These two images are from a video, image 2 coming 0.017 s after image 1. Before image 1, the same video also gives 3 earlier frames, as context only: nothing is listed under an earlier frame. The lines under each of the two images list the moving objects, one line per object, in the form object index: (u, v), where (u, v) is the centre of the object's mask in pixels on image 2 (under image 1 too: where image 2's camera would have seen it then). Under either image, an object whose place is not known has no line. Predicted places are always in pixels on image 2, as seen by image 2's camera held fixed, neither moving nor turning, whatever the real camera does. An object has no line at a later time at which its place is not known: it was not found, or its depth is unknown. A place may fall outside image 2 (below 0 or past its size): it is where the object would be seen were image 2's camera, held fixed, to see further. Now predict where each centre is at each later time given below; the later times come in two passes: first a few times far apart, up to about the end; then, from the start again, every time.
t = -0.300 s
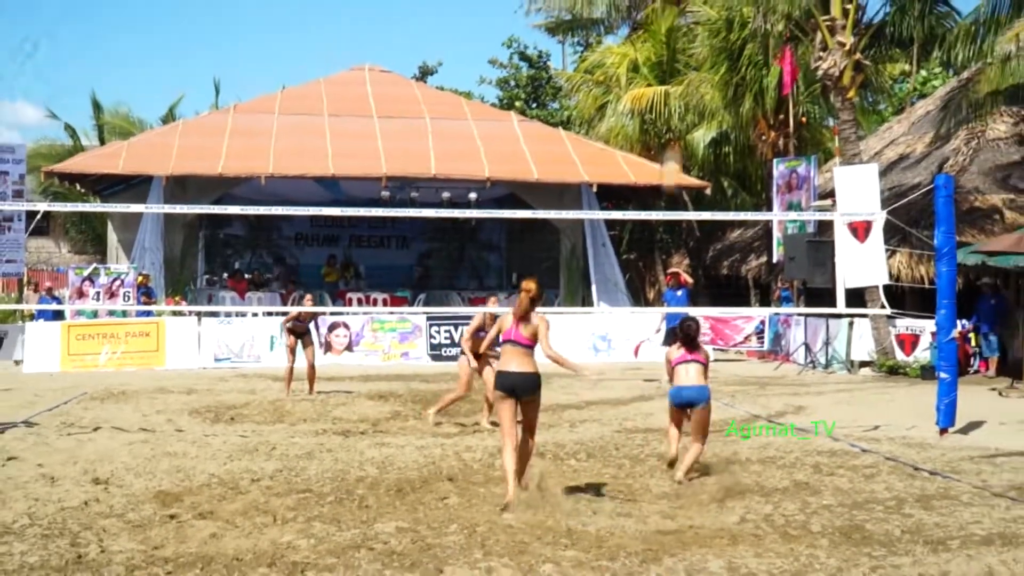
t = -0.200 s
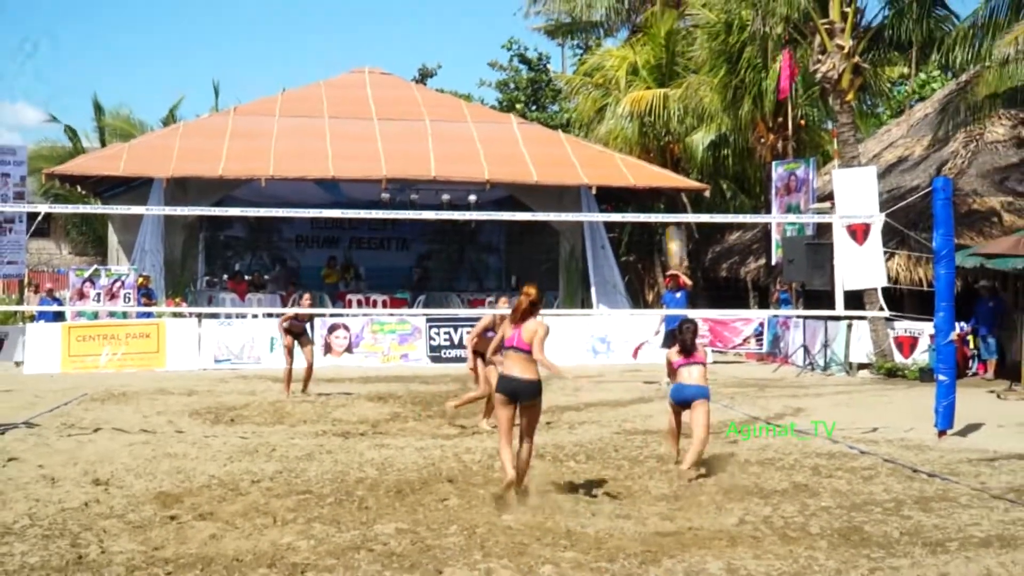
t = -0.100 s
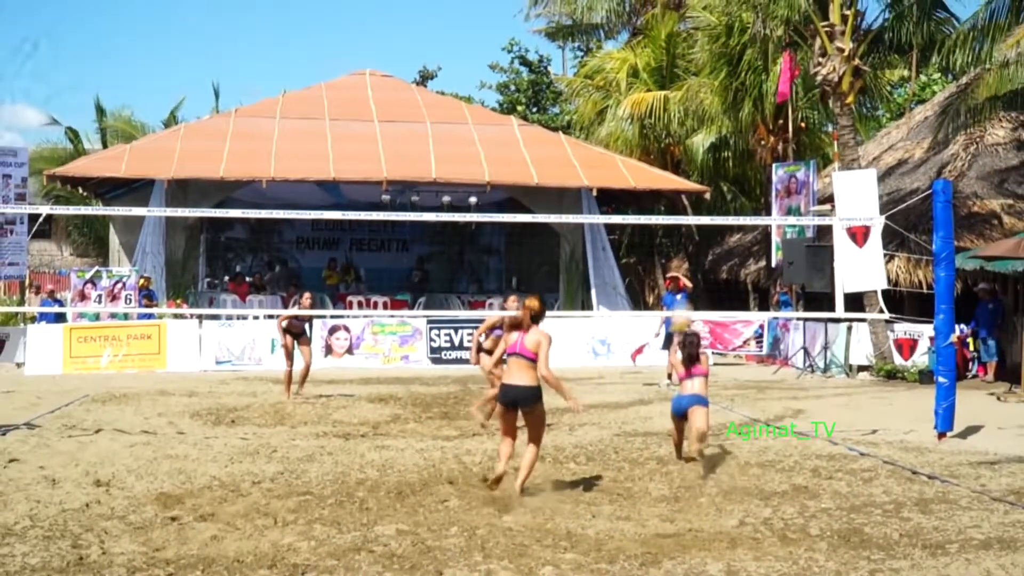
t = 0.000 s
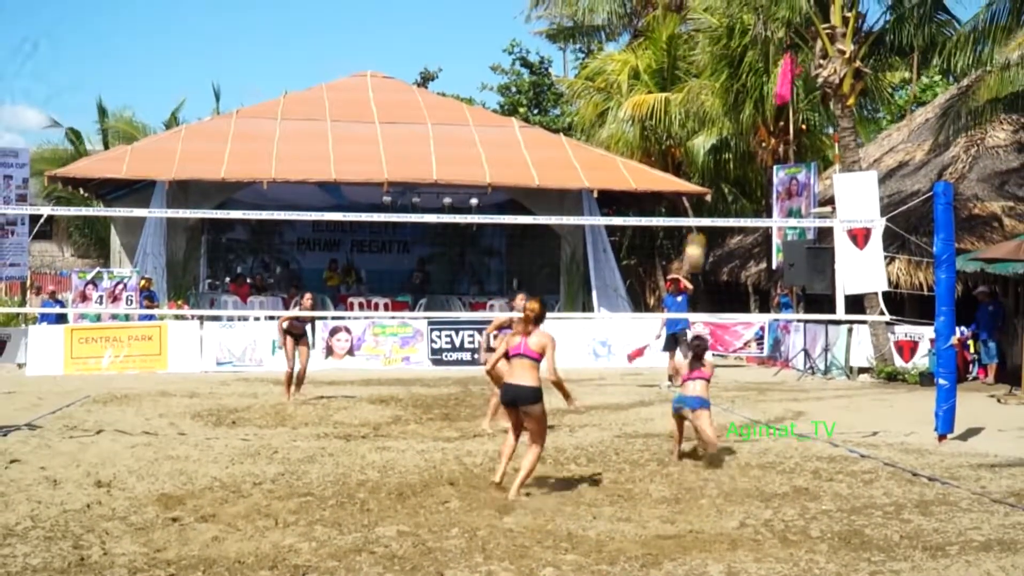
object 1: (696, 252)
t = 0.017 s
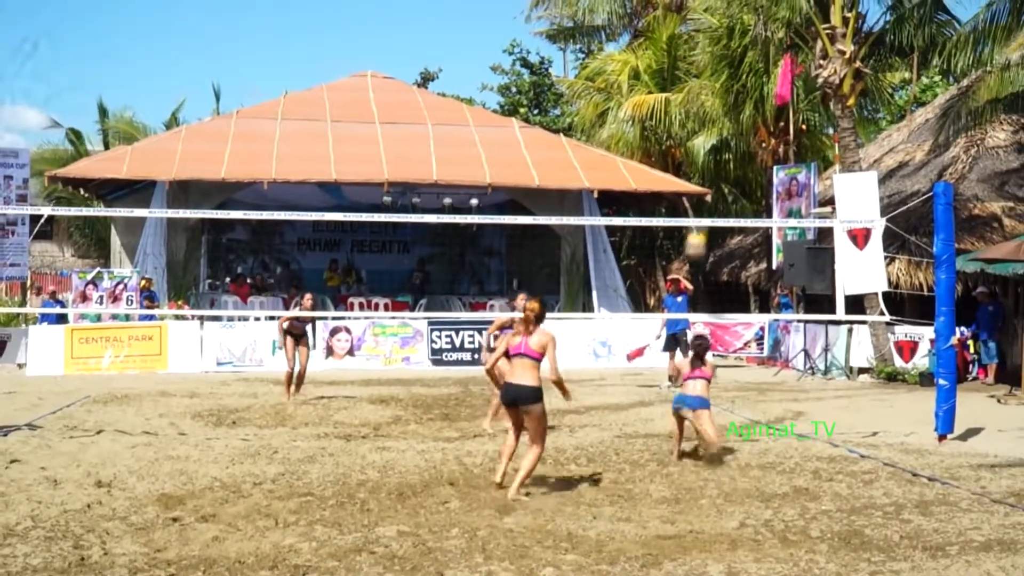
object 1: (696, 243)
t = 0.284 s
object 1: (728, 114)
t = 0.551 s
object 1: (757, 60)
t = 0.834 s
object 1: (785, 80)
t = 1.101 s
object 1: (809, 171)
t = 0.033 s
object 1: (698, 235)
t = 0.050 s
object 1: (701, 219)
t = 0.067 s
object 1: (703, 207)
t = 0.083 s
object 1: (705, 201)
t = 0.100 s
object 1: (707, 193)
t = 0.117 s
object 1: (710, 182)
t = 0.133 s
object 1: (710, 176)
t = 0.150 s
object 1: (712, 167)
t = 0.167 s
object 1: (715, 159)
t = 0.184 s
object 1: (717, 151)
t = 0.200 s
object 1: (718, 144)
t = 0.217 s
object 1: (720, 139)
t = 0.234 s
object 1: (723, 131)
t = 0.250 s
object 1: (725, 123)
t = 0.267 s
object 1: (727, 117)
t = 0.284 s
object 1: (728, 114)
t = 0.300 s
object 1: (731, 107)
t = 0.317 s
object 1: (732, 103)
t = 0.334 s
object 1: (734, 99)
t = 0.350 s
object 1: (735, 94)
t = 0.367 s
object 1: (737, 89)
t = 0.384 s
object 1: (740, 82)
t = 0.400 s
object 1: (741, 80)
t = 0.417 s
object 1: (743, 77)
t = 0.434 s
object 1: (744, 74)
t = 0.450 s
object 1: (746, 72)
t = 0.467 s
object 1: (748, 68)
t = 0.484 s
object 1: (749, 66)
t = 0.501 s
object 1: (752, 64)
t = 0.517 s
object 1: (754, 63)
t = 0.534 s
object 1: (755, 62)
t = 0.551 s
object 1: (757, 60)
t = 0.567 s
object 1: (759, 60)
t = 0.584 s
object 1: (761, 58)
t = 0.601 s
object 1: (762, 58)
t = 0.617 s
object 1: (764, 58)
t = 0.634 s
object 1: (766, 59)
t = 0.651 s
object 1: (767, 59)
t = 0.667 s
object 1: (769, 59)
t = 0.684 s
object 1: (771, 59)
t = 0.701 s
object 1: (773, 62)
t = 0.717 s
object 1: (775, 63)
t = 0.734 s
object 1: (776, 65)
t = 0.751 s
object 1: (778, 67)
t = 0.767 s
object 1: (779, 70)
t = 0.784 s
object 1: (781, 72)
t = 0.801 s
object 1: (783, 75)
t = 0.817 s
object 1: (784, 78)
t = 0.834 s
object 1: (785, 80)
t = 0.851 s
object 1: (788, 84)
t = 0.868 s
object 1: (791, 87)
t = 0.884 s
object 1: (792, 93)
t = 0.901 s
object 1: (793, 98)
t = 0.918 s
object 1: (795, 103)
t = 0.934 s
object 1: (796, 108)
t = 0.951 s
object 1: (798, 114)
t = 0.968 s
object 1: (799, 120)
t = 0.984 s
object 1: (801, 127)
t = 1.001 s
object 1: (802, 132)
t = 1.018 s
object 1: (804, 138)
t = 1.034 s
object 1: (804, 145)
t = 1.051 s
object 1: (806, 151)
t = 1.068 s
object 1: (807, 159)
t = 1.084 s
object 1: (808, 163)
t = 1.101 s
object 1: (809, 171)
